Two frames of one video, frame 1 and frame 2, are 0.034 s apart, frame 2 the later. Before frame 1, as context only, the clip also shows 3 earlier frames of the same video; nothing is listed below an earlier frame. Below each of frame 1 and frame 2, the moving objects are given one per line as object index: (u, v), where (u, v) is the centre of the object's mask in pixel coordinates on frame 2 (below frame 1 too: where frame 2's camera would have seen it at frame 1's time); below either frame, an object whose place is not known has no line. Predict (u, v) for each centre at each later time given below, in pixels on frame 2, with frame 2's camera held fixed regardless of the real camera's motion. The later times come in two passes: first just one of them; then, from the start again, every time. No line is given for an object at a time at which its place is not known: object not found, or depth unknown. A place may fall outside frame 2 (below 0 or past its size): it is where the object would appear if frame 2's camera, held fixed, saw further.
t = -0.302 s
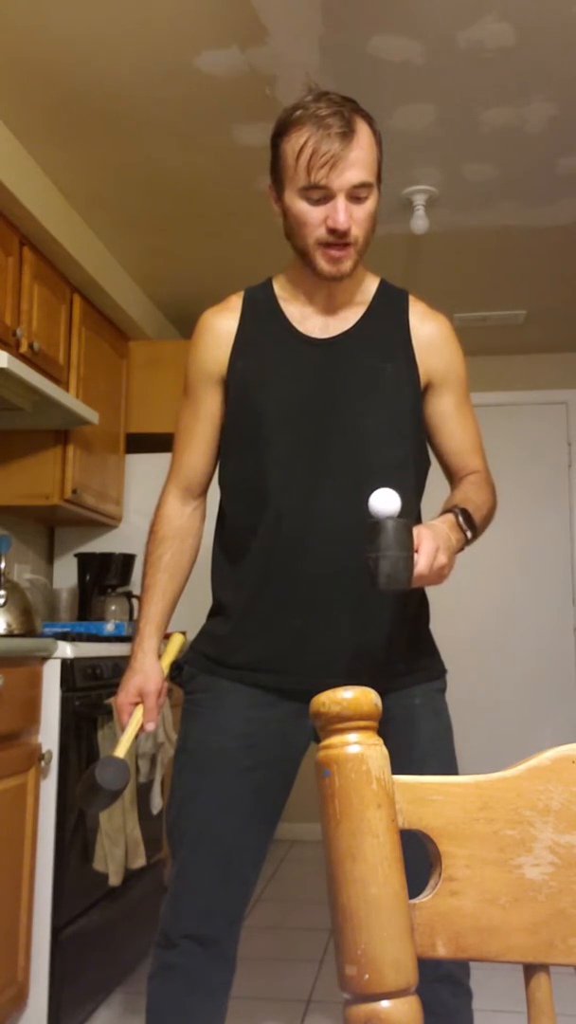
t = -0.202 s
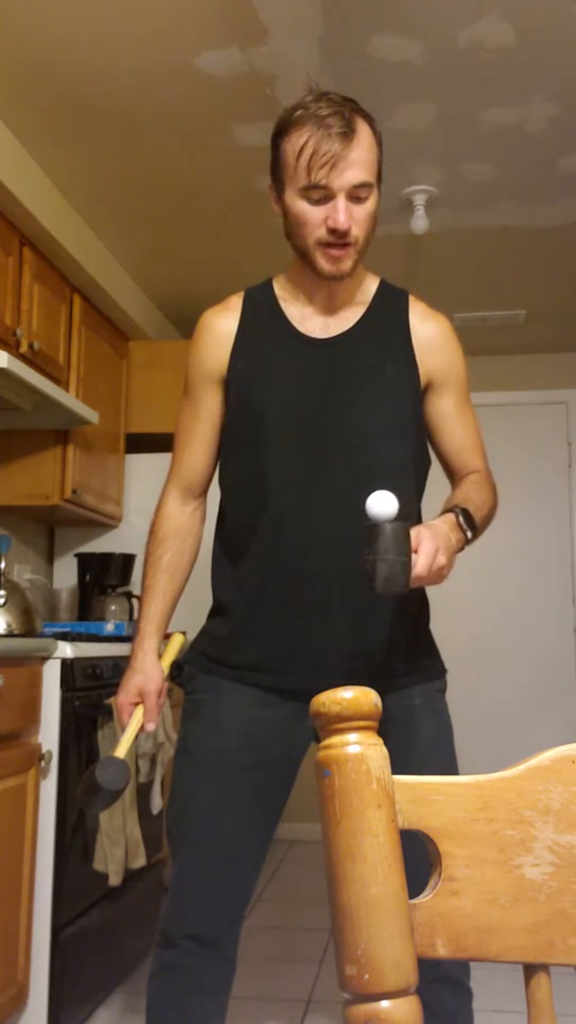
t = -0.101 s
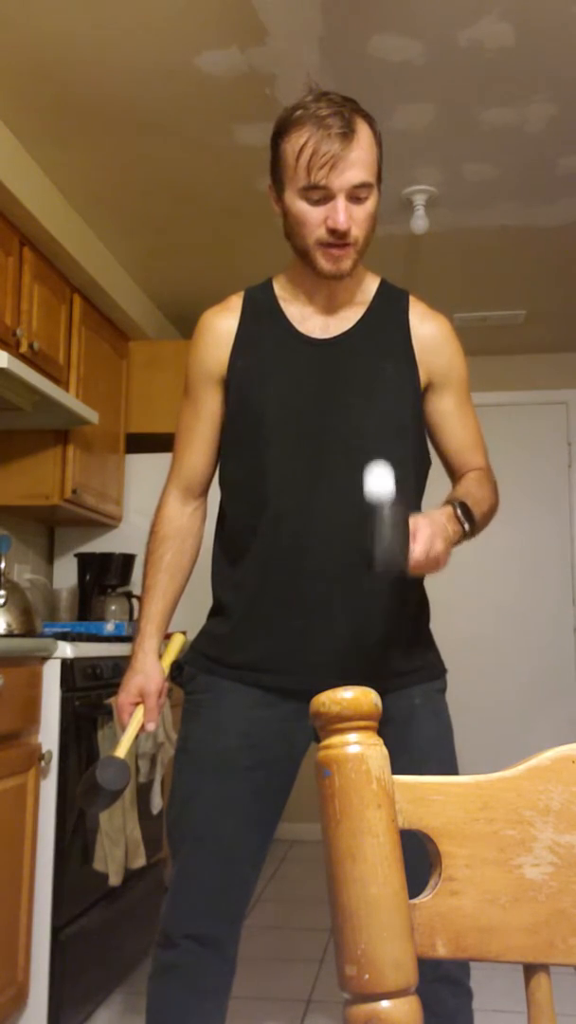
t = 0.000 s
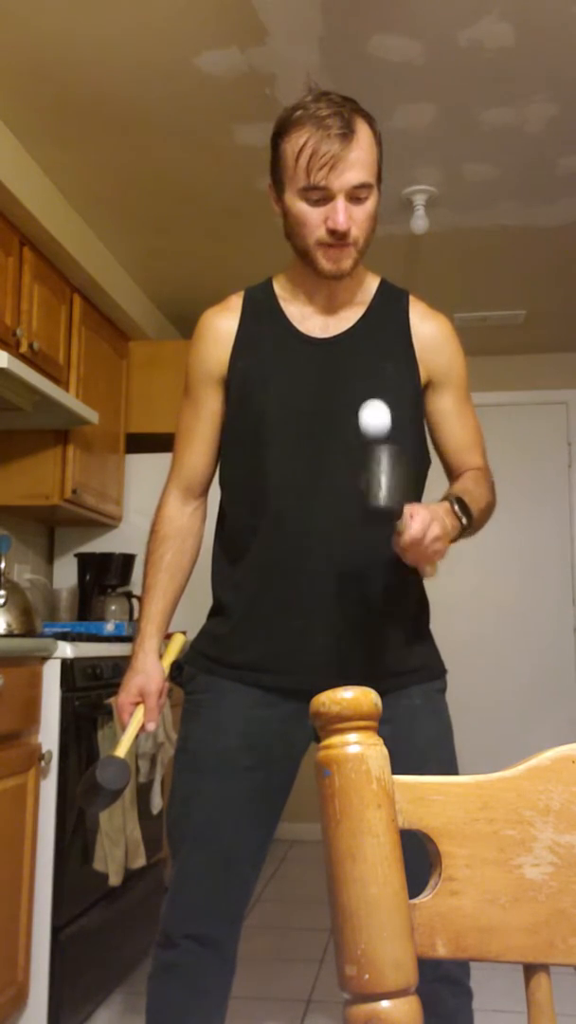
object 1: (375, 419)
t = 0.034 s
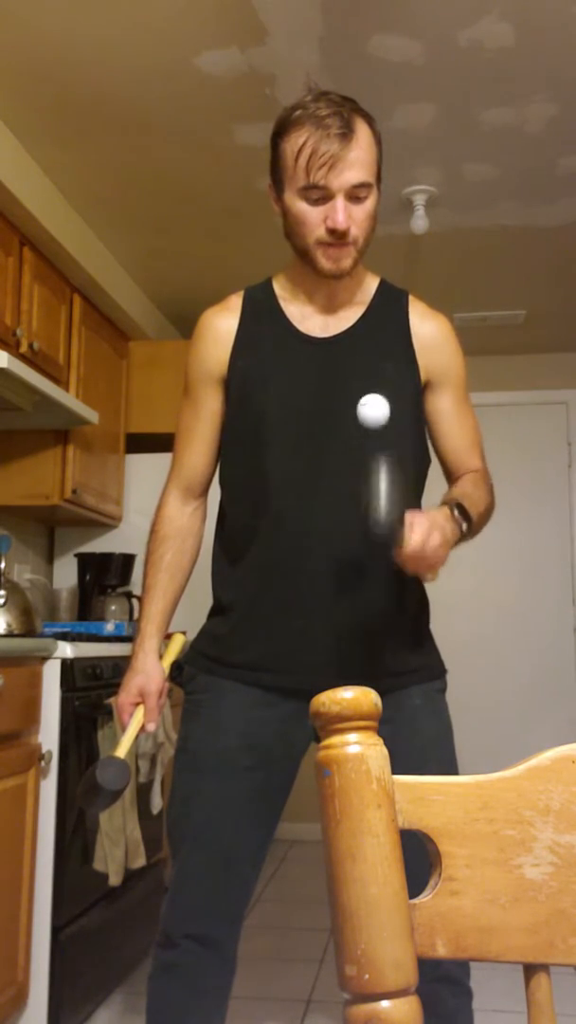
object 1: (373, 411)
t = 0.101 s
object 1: (371, 418)
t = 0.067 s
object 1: (372, 410)
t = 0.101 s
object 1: (371, 418)
